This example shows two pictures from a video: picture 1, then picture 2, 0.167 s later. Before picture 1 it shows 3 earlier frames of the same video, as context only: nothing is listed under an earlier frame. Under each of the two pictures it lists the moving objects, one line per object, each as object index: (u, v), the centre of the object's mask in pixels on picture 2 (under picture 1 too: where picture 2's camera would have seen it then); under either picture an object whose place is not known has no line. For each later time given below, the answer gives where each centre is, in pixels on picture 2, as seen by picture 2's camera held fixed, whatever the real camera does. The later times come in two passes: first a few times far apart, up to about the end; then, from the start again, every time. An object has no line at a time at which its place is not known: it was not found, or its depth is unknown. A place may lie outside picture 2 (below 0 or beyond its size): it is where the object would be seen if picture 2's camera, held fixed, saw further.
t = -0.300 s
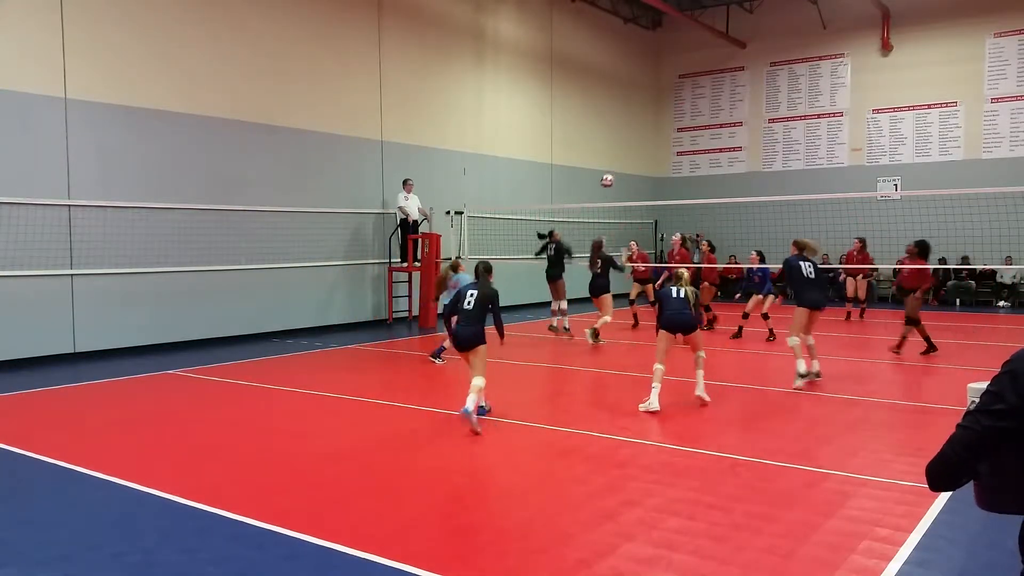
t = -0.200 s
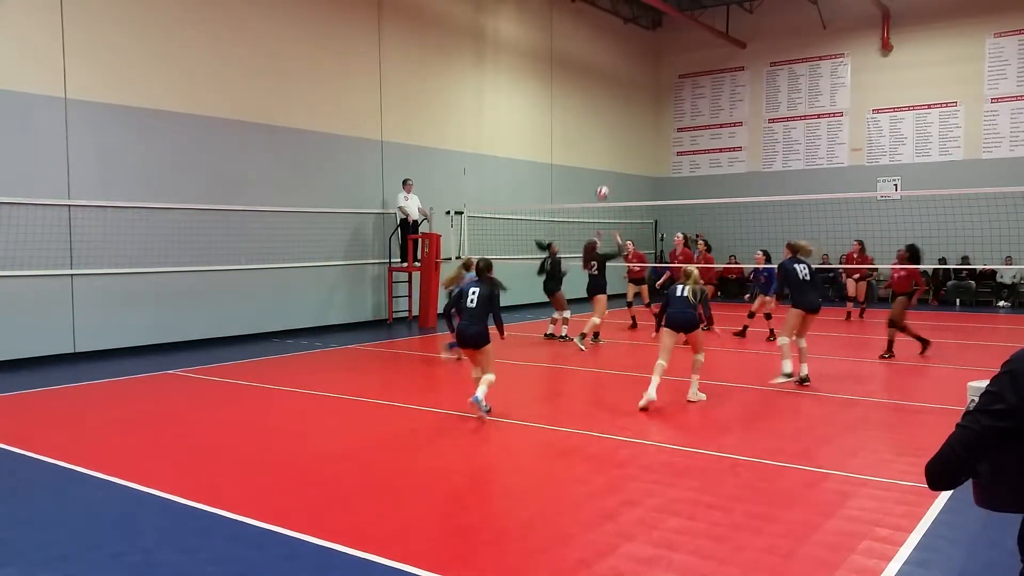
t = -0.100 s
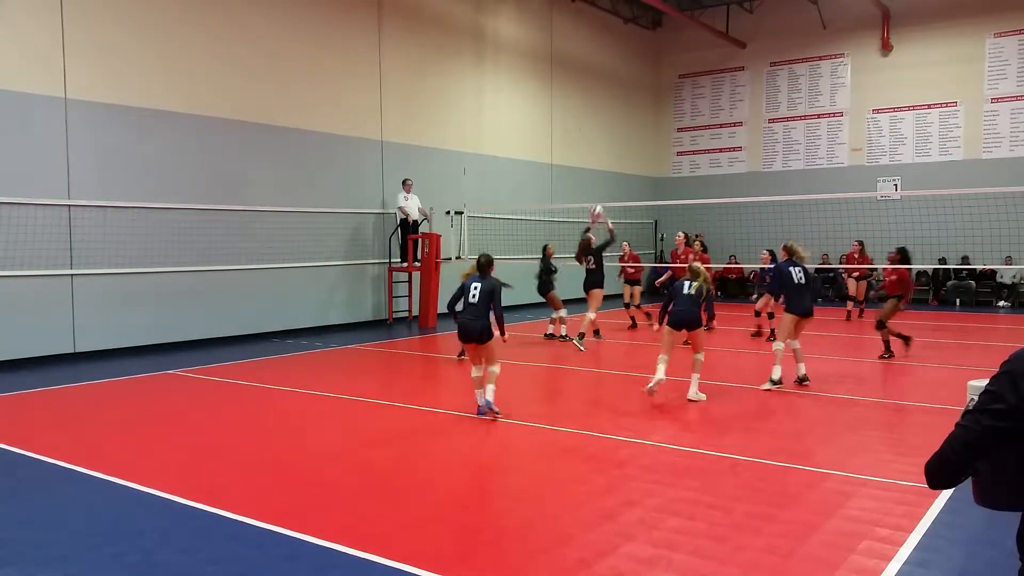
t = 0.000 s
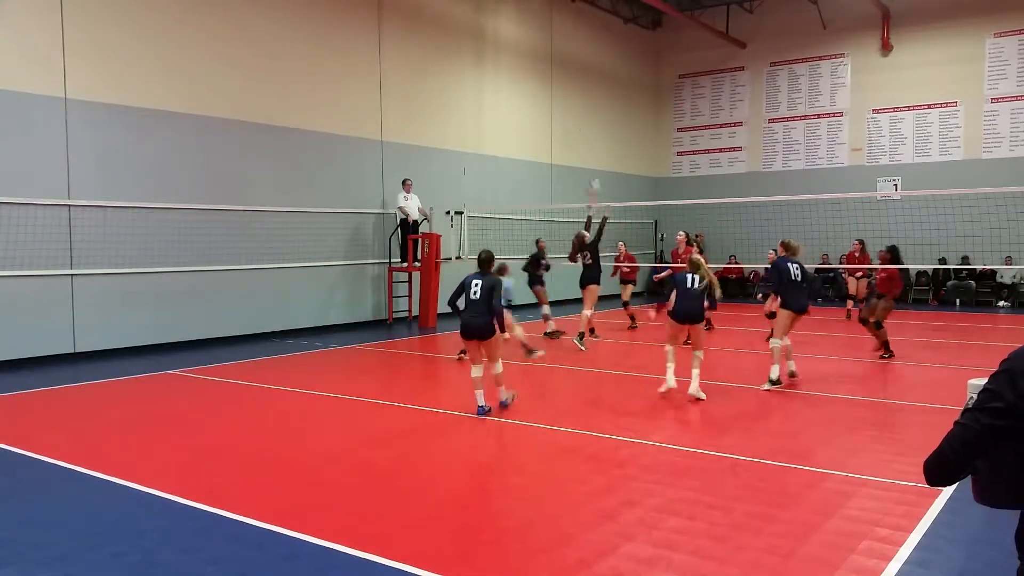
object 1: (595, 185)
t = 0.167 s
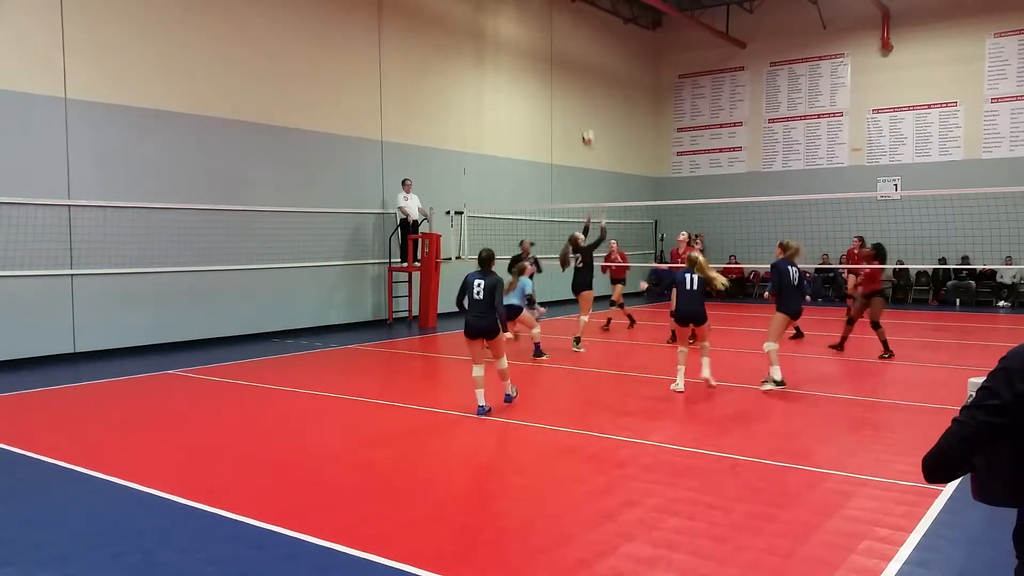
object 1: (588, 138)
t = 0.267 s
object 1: (584, 118)
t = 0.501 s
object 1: (576, 92)
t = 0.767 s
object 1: (565, 107)
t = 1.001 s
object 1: (555, 162)
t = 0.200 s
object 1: (586, 130)
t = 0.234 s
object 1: (585, 124)
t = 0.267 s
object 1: (584, 118)
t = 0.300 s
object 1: (583, 111)
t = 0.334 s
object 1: (581, 106)
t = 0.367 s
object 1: (580, 102)
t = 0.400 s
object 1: (579, 98)
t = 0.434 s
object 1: (578, 96)
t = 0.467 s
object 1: (577, 94)
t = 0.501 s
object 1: (576, 92)
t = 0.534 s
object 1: (574, 91)
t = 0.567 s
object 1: (573, 91)
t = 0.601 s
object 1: (572, 92)
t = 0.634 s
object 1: (570, 93)
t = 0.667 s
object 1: (569, 96)
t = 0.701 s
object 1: (568, 99)
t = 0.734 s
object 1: (566, 102)
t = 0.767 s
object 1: (565, 107)
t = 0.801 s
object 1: (564, 113)
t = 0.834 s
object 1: (562, 119)
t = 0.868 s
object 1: (560, 125)
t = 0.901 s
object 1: (559, 134)
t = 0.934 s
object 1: (558, 143)
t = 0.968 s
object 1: (556, 152)
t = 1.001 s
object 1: (555, 162)
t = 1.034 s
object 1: (554, 176)
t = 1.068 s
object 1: (553, 184)
